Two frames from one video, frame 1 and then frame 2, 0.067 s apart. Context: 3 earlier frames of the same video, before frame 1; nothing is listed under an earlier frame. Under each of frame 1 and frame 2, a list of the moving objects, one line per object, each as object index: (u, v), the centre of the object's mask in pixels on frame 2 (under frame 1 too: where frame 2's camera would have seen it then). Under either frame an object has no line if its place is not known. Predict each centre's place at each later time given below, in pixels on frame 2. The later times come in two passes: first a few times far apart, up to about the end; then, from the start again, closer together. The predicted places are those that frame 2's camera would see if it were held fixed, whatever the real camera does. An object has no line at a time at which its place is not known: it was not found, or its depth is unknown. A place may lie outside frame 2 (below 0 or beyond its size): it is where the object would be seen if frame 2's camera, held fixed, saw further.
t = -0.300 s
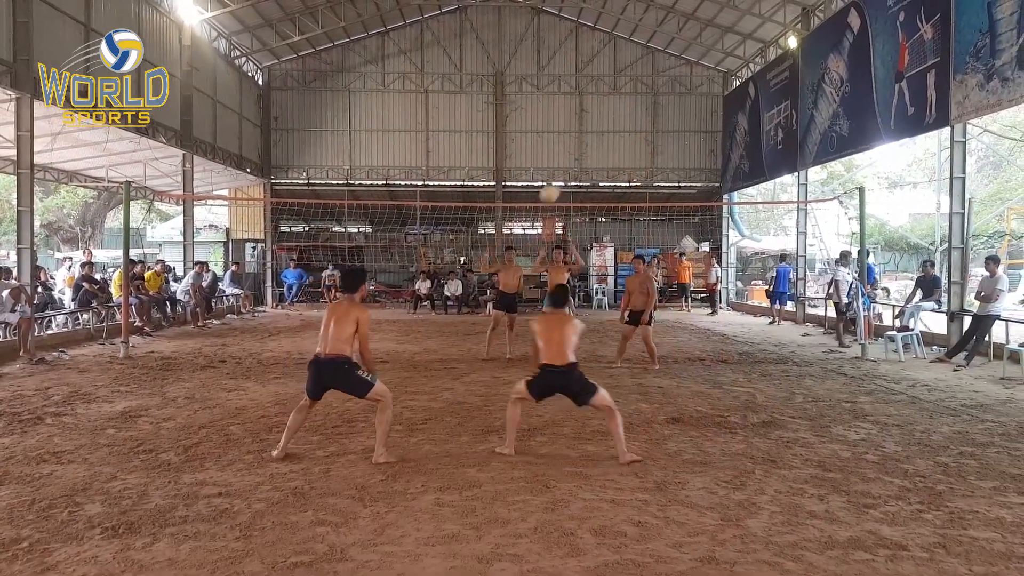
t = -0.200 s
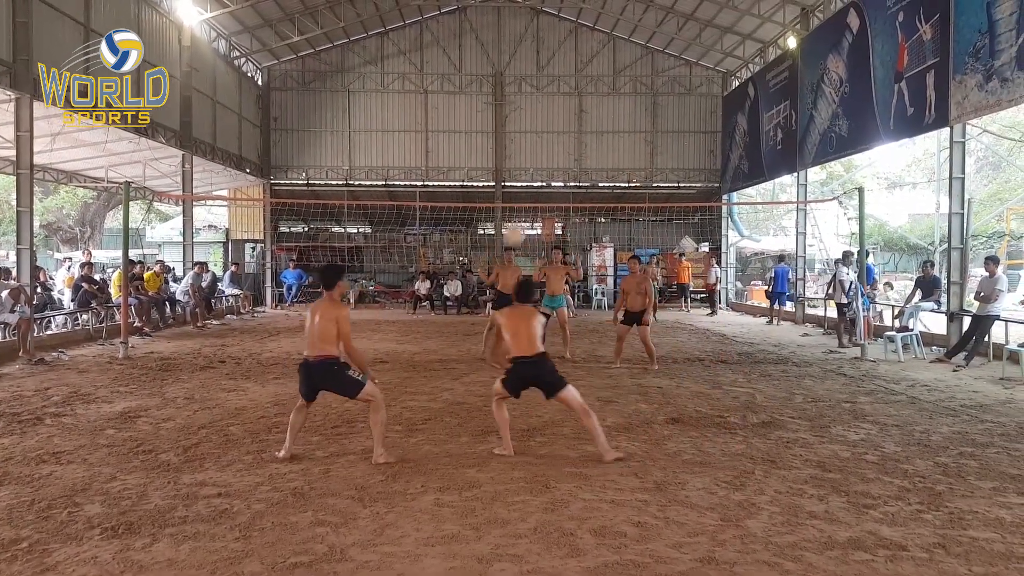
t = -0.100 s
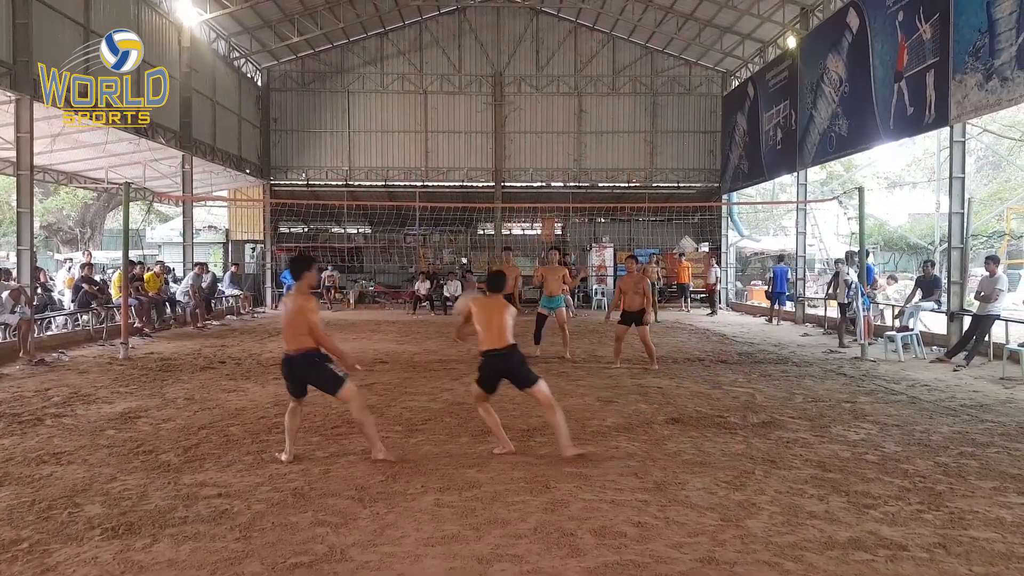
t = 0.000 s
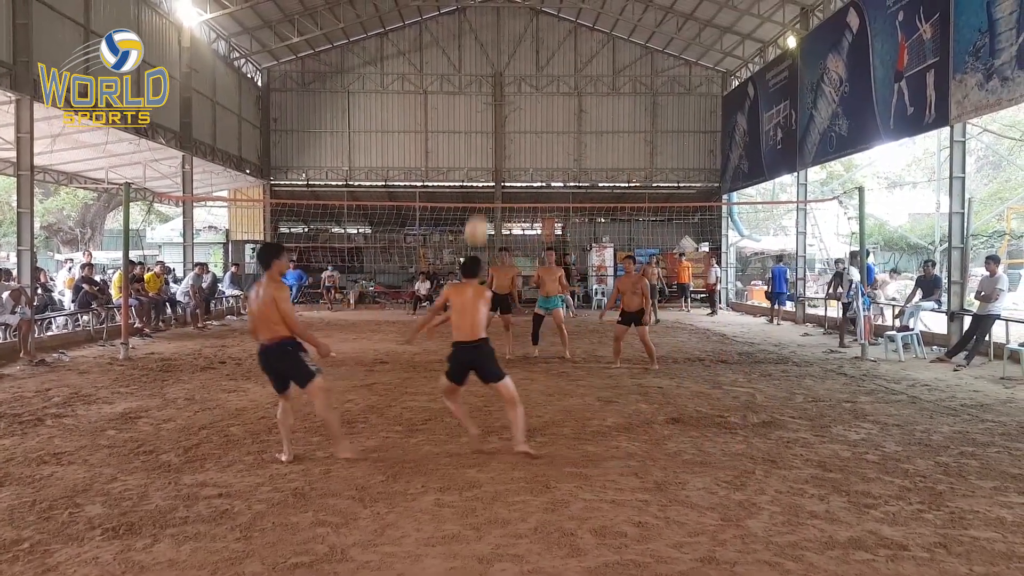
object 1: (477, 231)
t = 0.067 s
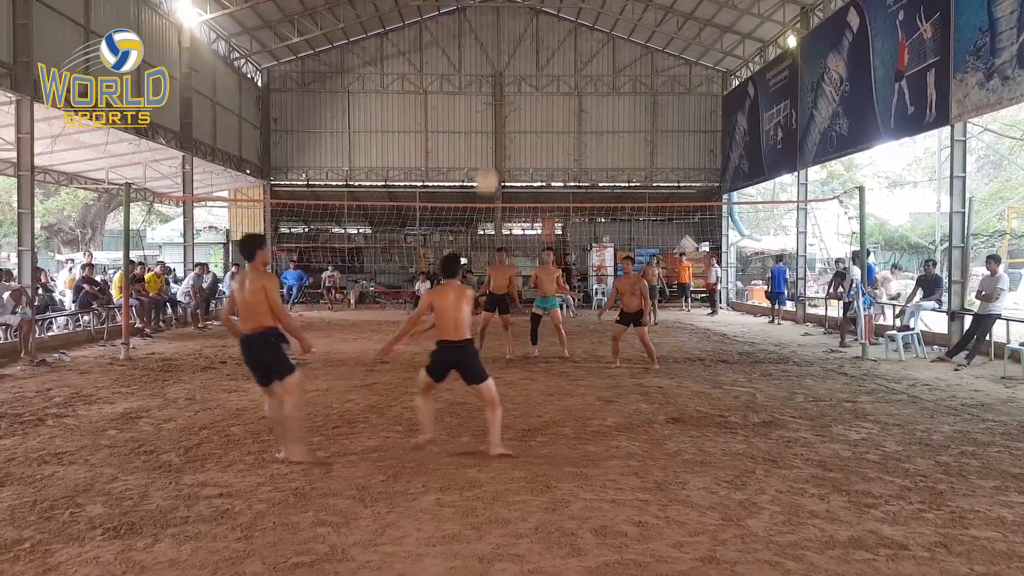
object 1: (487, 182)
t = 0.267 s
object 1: (513, 71)
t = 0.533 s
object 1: (546, 5)
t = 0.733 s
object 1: (567, 2)
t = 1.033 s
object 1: (596, 57)
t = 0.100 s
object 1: (491, 159)
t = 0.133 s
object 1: (496, 138)
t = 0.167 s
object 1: (500, 118)
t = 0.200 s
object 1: (505, 102)
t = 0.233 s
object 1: (509, 86)
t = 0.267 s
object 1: (513, 71)
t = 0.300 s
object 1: (518, 58)
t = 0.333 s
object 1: (522, 47)
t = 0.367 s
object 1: (526, 37)
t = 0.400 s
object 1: (530, 28)
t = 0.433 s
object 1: (534, 20)
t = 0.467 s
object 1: (538, 14)
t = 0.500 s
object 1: (542, 8)
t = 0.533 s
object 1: (546, 5)
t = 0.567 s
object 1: (550, 3)
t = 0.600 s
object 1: (554, 2)
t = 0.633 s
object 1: (557, 1)
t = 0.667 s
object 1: (561, 1)
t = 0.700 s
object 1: (564, 1)
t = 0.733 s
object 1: (567, 2)
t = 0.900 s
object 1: (584, 25)
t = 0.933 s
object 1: (587, 32)
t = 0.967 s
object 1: (591, 40)
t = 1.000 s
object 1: (593, 49)
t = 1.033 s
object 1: (596, 57)
